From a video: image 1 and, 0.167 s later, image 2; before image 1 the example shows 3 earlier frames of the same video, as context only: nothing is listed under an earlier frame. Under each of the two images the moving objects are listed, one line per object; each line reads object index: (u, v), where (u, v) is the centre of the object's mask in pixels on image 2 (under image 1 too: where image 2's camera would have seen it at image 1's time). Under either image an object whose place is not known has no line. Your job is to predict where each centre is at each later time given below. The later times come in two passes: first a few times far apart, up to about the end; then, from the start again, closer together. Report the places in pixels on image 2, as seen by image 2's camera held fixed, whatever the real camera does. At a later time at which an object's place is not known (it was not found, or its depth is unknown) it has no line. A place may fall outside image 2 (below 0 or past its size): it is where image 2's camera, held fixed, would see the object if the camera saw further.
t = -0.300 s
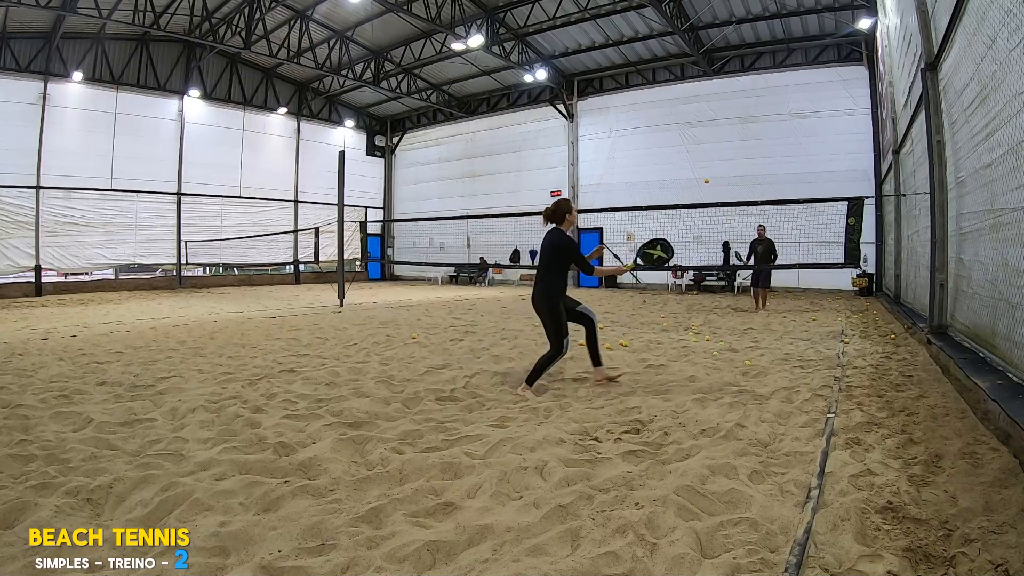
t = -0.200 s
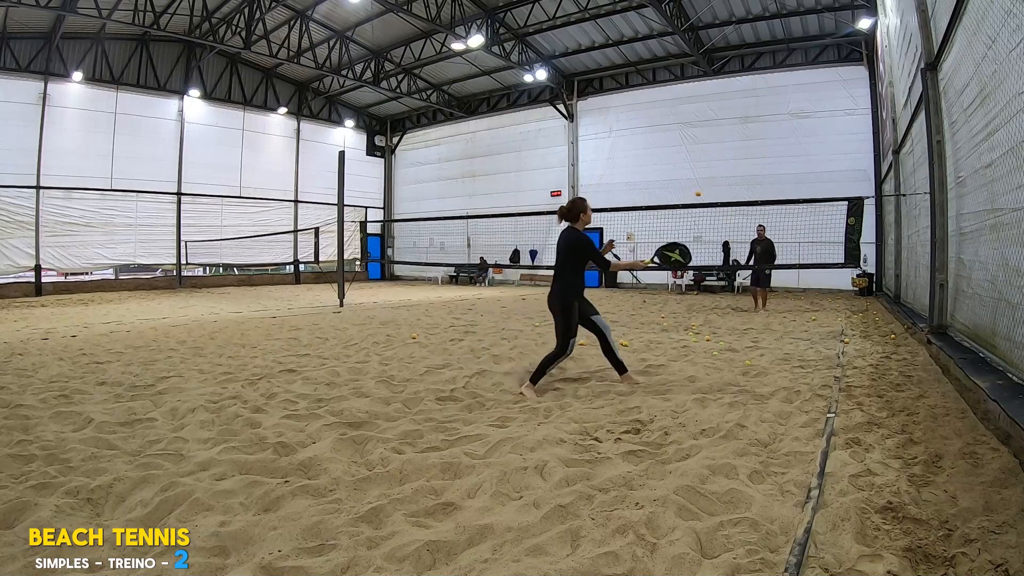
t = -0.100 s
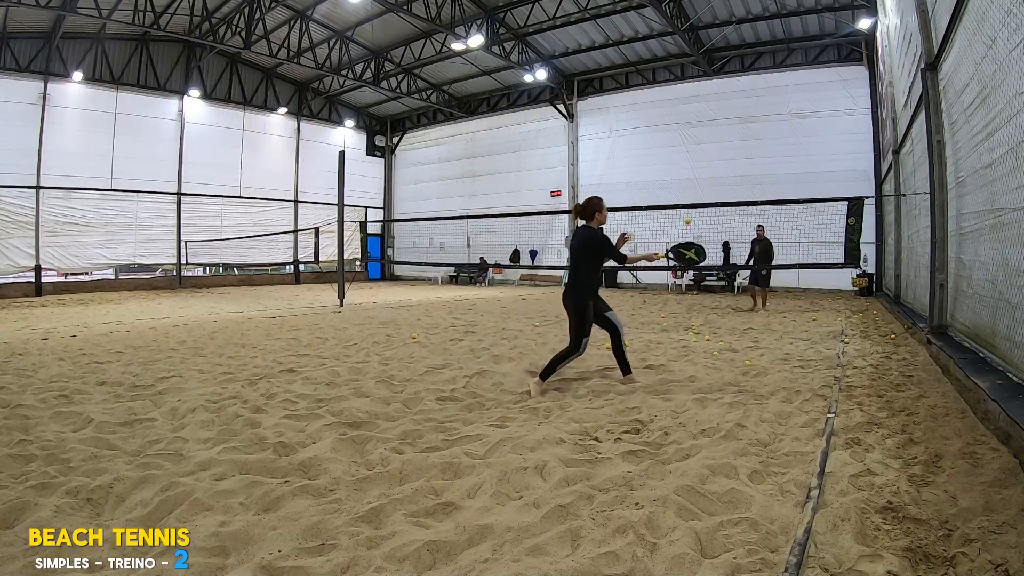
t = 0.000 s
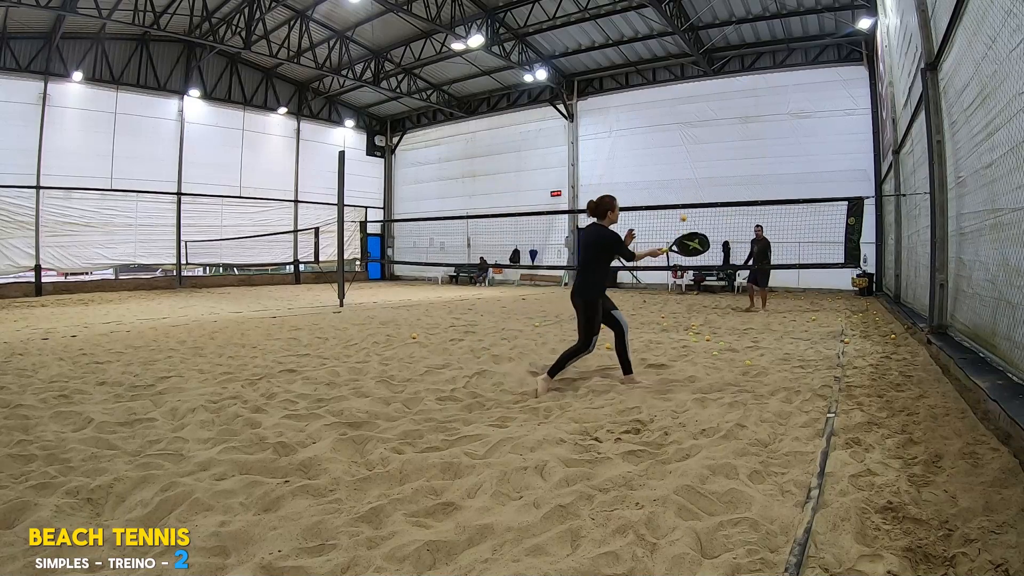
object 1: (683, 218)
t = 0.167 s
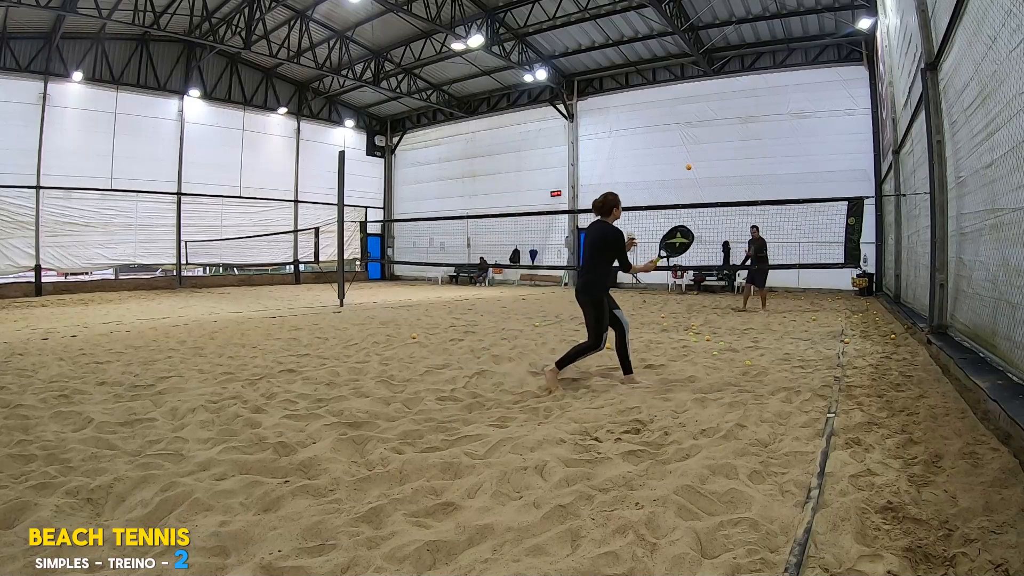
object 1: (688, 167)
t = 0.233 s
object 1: (689, 158)
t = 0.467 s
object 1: (695, 161)
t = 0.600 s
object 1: (698, 181)
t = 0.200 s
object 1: (689, 162)
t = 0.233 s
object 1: (689, 158)
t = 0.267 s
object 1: (691, 156)
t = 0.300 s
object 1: (692, 154)
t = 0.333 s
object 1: (692, 153)
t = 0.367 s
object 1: (693, 154)
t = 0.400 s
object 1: (693, 155)
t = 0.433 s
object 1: (694, 158)
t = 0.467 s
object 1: (695, 161)
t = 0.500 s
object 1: (696, 165)
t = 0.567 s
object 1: (698, 175)
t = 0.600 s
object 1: (698, 181)
